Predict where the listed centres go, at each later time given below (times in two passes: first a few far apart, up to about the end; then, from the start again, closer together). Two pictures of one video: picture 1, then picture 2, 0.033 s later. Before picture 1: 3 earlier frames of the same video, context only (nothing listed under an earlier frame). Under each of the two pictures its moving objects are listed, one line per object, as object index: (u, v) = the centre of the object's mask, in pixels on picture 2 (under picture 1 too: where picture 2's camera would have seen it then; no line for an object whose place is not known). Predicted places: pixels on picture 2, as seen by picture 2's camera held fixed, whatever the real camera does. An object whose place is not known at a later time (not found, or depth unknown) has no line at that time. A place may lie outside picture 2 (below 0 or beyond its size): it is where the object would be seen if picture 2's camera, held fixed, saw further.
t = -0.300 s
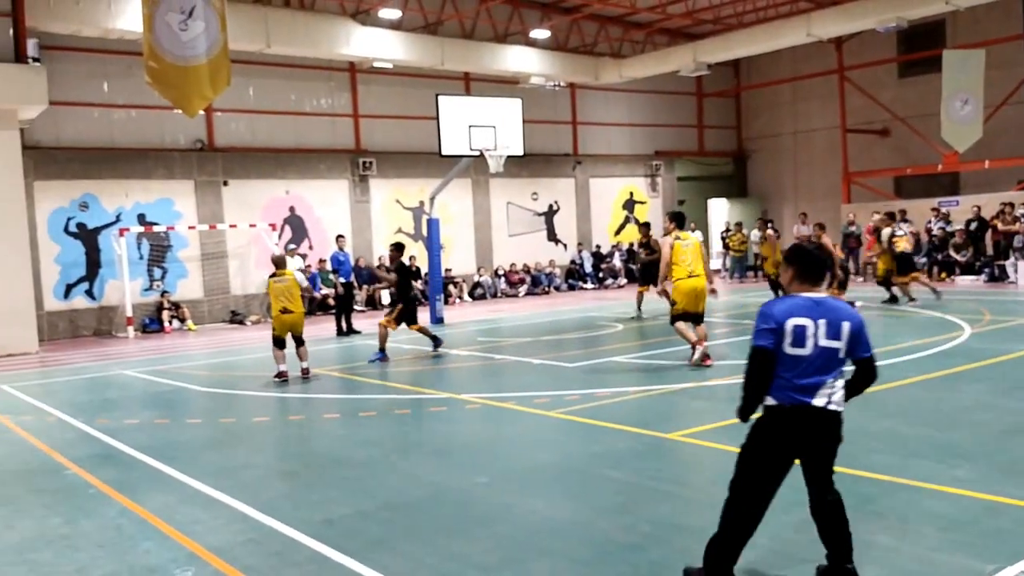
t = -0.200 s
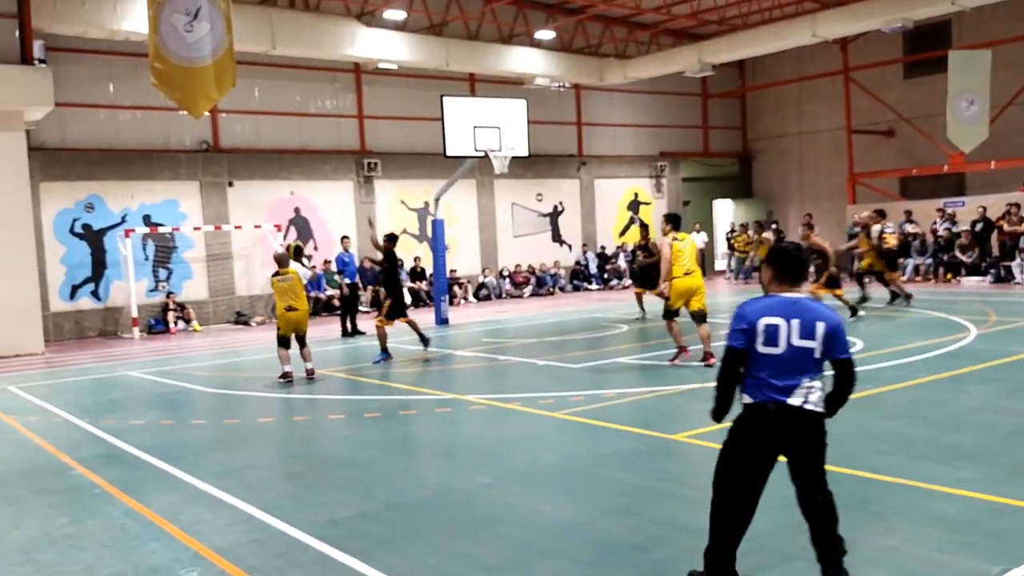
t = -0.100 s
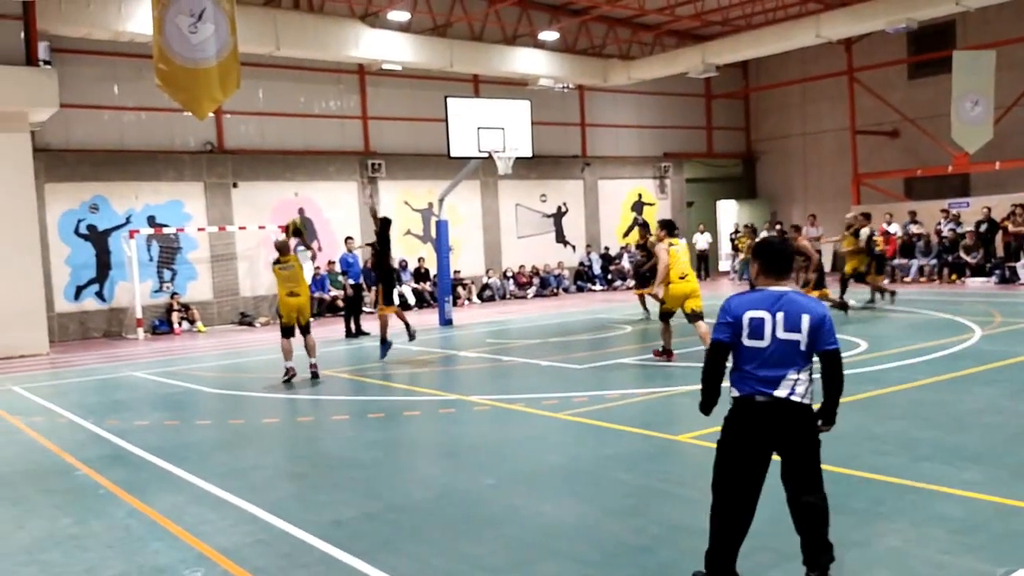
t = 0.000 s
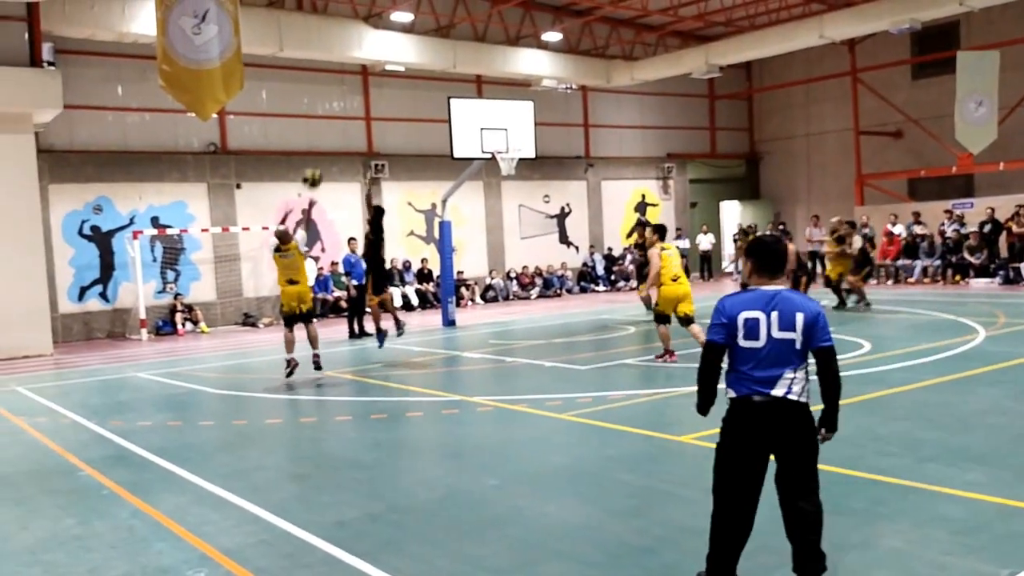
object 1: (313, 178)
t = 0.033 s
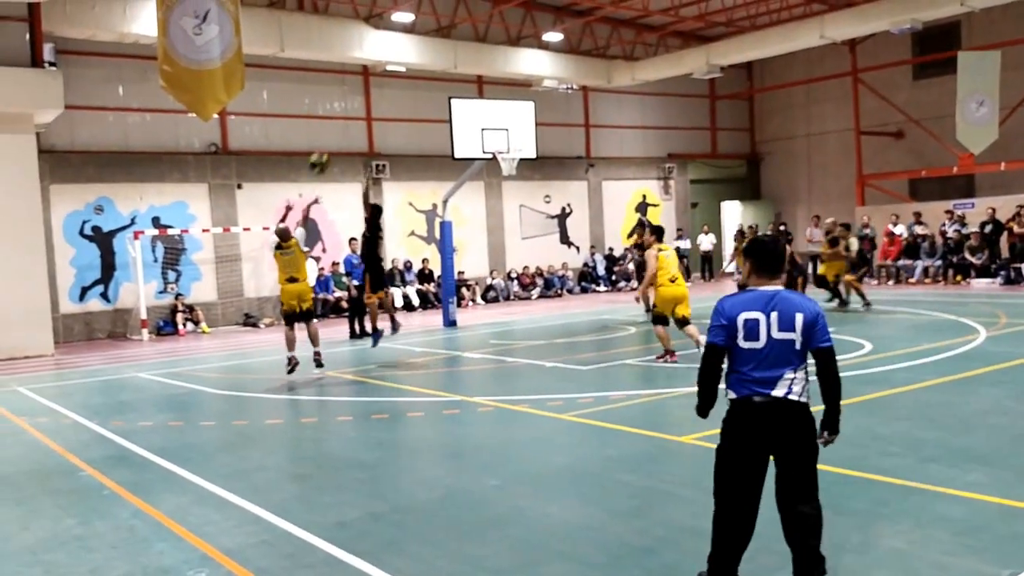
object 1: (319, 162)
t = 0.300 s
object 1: (368, 69)
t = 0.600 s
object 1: (417, 36)
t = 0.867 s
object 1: (458, 60)
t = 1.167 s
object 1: (497, 134)
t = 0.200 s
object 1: (349, 96)
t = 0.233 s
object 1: (356, 85)
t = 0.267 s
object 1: (361, 76)
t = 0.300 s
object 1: (368, 69)
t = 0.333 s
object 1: (373, 63)
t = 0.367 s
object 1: (379, 57)
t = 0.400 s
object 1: (385, 51)
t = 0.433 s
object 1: (391, 46)
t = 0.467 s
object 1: (397, 43)
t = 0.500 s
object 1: (402, 38)
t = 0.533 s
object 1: (407, 36)
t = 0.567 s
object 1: (412, 36)
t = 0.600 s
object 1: (417, 36)
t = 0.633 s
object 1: (422, 36)
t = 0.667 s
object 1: (427, 38)
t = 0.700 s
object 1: (432, 39)
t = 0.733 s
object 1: (437, 42)
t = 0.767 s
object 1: (442, 46)
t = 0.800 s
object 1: (448, 51)
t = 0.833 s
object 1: (453, 55)
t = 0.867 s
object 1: (458, 60)
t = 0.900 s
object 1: (462, 66)
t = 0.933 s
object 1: (467, 73)
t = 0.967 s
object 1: (471, 80)
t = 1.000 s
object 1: (476, 87)
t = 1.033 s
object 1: (481, 94)
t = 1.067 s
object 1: (485, 102)
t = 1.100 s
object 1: (489, 114)
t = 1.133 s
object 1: (493, 124)
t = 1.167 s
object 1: (497, 134)
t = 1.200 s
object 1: (502, 143)
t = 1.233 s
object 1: (504, 141)
